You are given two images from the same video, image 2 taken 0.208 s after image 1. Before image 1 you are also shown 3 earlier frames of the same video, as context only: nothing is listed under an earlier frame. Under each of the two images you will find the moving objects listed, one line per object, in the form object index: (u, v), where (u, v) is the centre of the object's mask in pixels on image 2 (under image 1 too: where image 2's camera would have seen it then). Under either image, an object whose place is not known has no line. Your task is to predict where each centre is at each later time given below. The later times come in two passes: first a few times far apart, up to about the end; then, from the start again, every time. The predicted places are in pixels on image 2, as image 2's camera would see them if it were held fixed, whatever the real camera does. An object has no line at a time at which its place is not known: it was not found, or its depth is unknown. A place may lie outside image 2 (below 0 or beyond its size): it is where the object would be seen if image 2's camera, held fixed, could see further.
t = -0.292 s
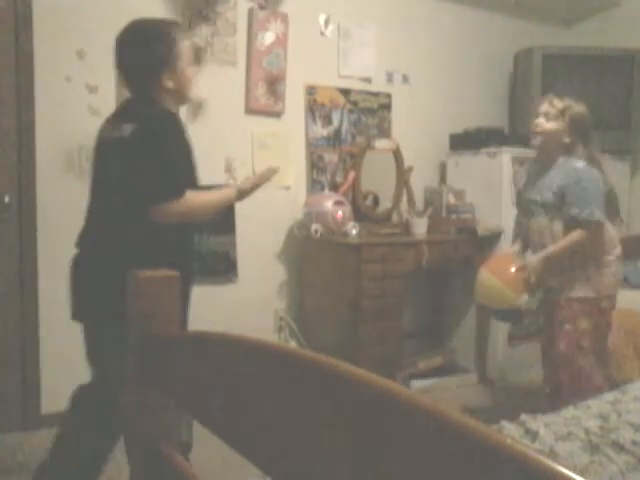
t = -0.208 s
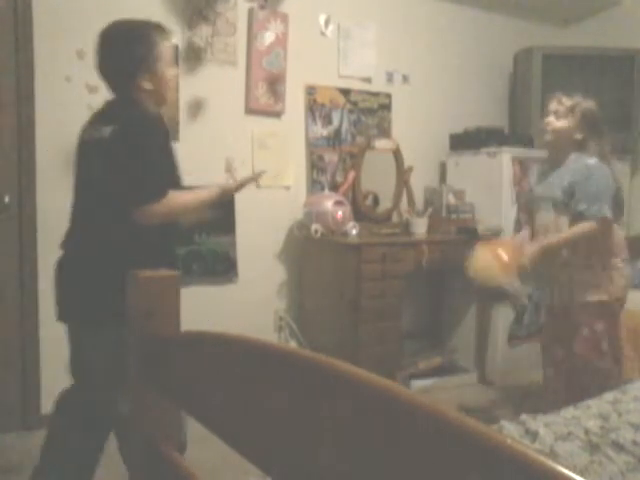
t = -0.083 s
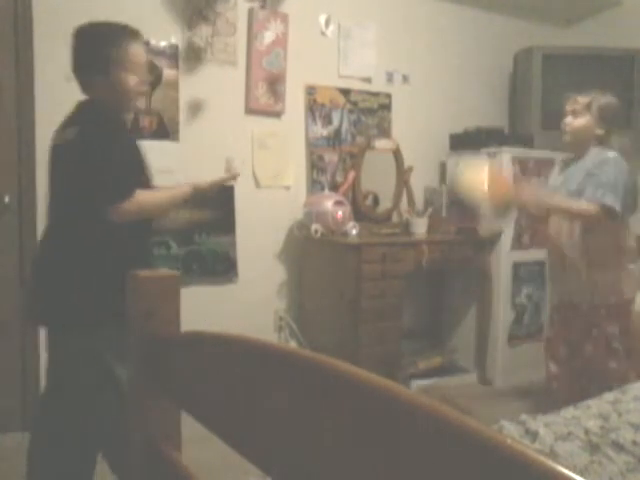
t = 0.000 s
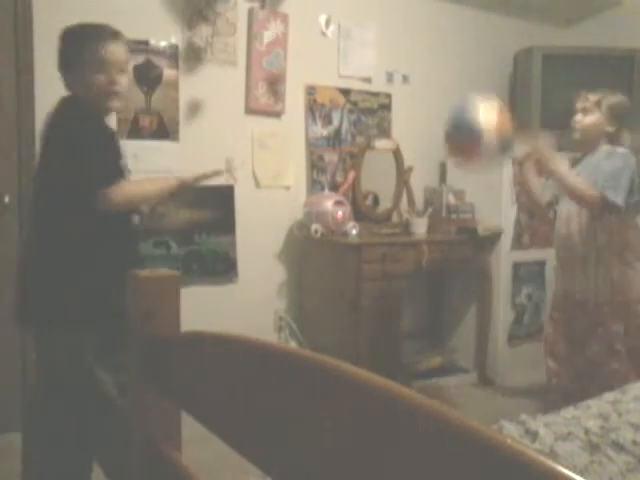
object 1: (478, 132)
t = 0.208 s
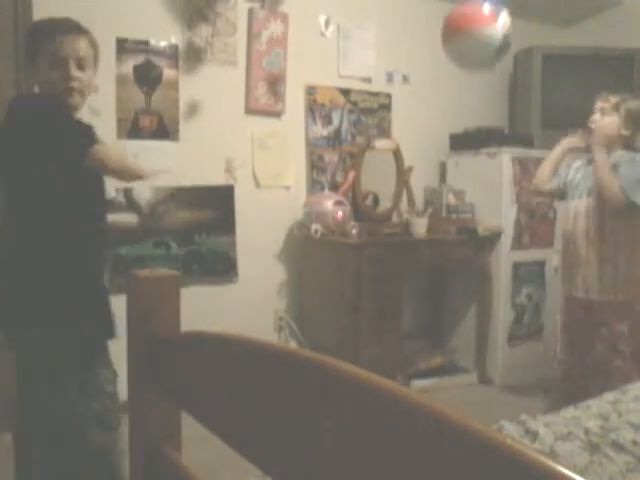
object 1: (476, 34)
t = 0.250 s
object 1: (475, 28)
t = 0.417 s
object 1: (472, 24)
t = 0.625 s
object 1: (470, 78)
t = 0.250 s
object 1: (475, 28)
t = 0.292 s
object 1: (474, 24)
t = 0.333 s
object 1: (474, 22)
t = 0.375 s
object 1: (473, 22)
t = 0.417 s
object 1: (472, 24)
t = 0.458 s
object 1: (471, 27)
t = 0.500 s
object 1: (471, 33)
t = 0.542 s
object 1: (471, 43)
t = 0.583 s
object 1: (471, 58)
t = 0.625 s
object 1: (470, 78)
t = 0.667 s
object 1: (471, 103)
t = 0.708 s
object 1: (470, 126)
